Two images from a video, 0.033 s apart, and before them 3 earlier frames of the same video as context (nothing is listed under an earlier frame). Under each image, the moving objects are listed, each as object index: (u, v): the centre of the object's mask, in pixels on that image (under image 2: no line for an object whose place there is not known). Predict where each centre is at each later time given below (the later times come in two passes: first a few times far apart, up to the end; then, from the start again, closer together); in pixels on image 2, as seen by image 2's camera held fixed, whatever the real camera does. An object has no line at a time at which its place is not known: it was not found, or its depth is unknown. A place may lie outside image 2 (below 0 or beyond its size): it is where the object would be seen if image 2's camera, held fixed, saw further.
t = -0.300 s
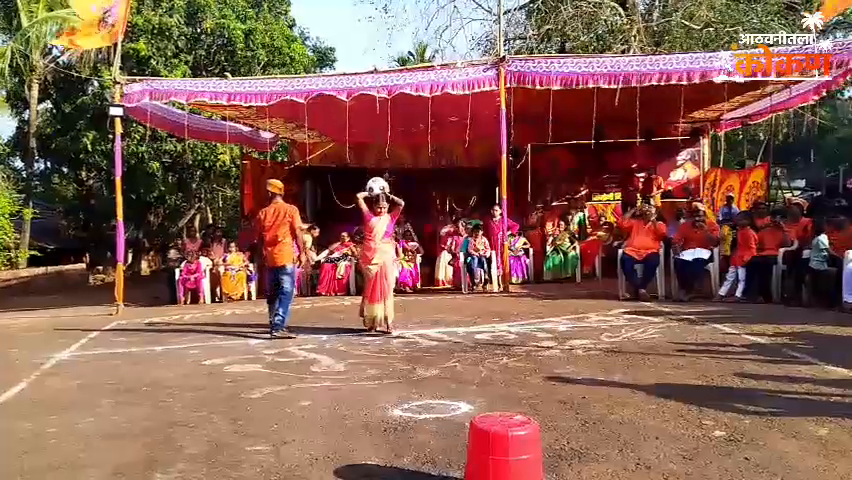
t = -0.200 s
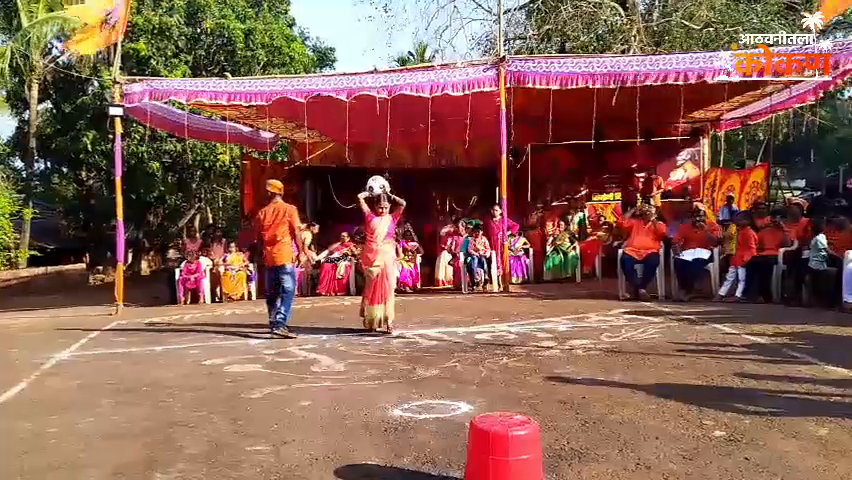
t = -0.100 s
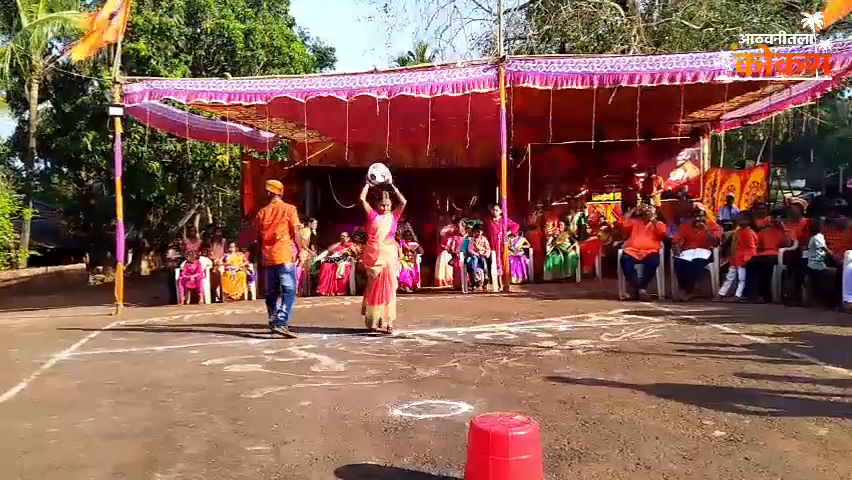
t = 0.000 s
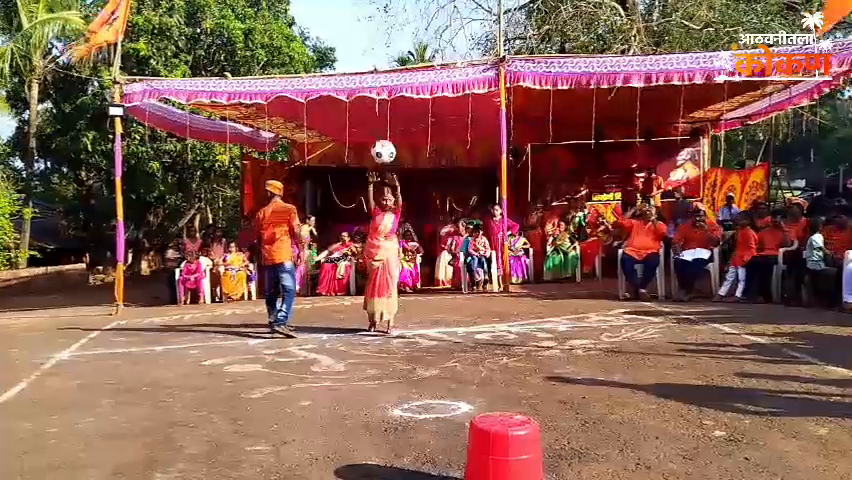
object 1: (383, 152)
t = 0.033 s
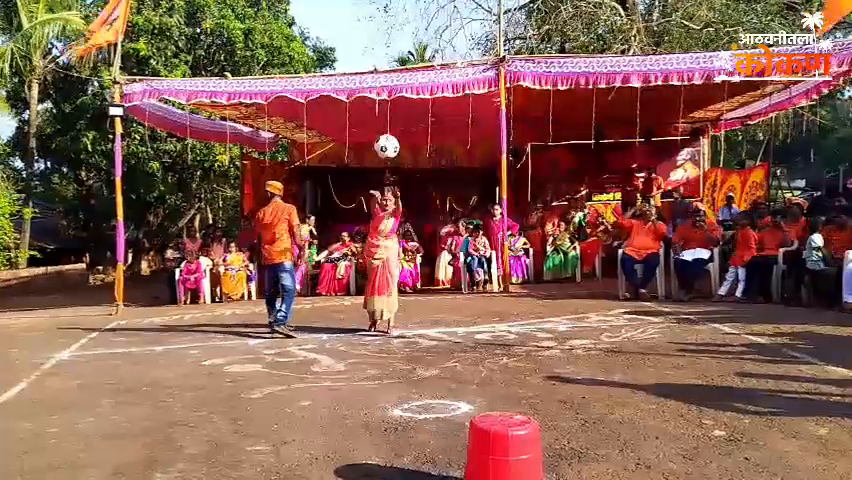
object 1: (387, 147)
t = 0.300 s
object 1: (418, 152)
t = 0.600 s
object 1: (473, 360)
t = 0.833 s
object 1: (417, 390)
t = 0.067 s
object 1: (391, 142)
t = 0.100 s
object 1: (394, 139)
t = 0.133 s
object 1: (397, 138)
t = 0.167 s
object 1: (401, 137)
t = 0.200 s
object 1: (405, 139)
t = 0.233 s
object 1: (409, 140)
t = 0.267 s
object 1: (414, 144)
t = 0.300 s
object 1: (418, 152)
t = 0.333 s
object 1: (423, 160)
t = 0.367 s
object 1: (428, 171)
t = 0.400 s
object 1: (434, 185)
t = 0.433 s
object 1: (439, 202)
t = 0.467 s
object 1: (444, 222)
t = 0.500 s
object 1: (450, 248)
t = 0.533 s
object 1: (461, 279)
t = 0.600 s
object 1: (473, 360)
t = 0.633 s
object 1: (477, 403)
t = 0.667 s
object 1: (464, 426)
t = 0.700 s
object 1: (457, 445)
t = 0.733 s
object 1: (445, 437)
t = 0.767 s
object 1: (437, 418)
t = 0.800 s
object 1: (427, 403)
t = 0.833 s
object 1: (417, 390)
